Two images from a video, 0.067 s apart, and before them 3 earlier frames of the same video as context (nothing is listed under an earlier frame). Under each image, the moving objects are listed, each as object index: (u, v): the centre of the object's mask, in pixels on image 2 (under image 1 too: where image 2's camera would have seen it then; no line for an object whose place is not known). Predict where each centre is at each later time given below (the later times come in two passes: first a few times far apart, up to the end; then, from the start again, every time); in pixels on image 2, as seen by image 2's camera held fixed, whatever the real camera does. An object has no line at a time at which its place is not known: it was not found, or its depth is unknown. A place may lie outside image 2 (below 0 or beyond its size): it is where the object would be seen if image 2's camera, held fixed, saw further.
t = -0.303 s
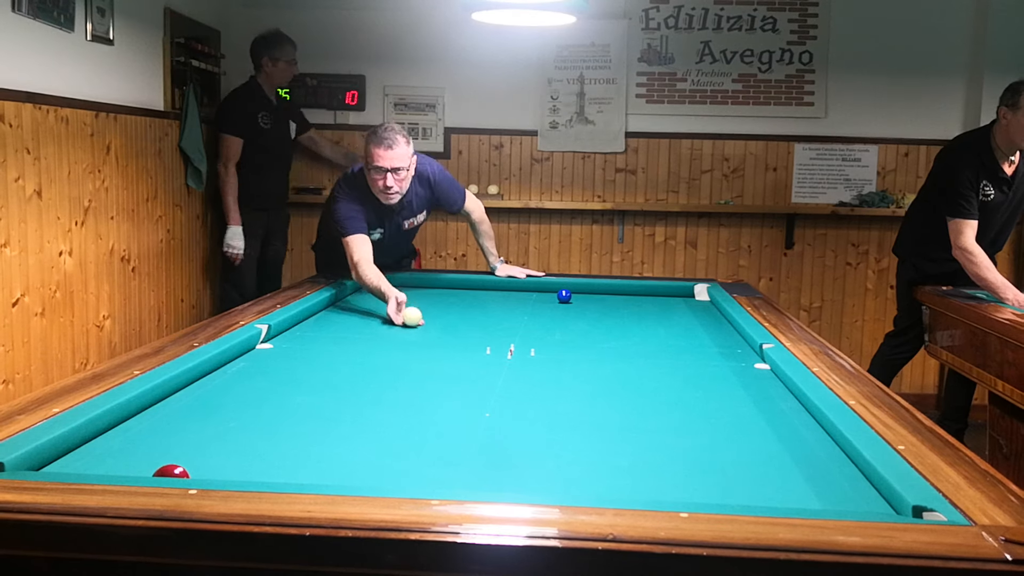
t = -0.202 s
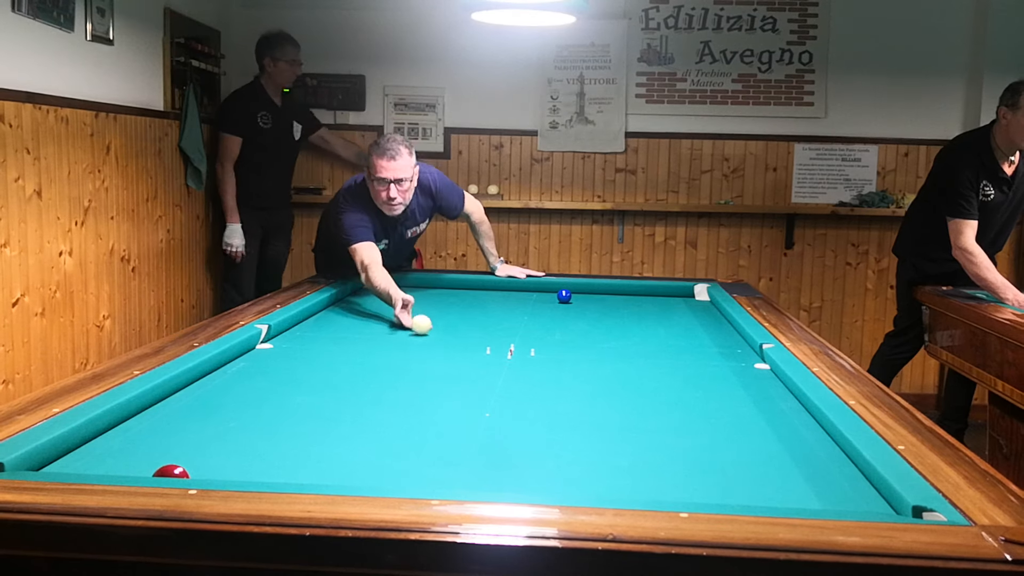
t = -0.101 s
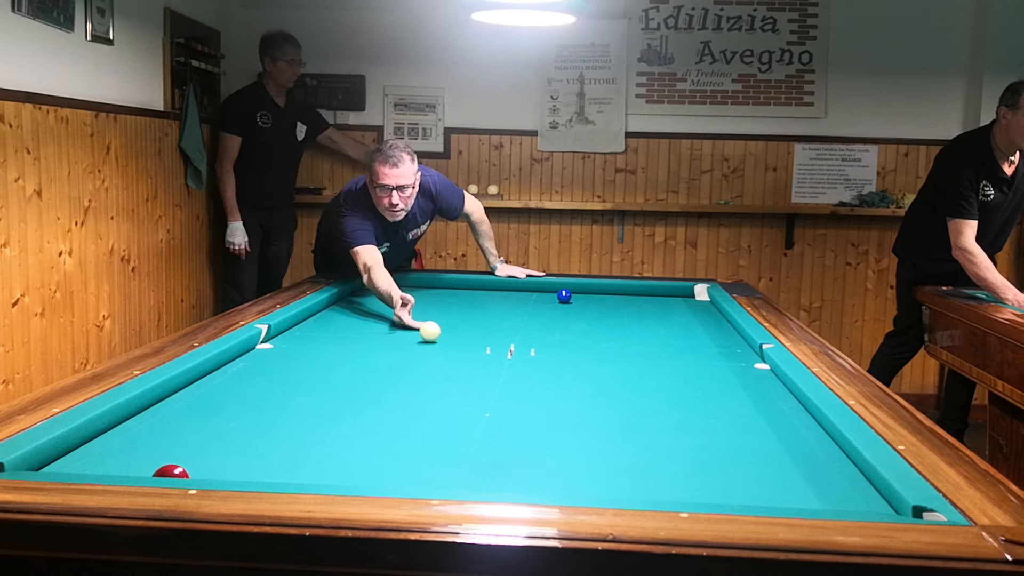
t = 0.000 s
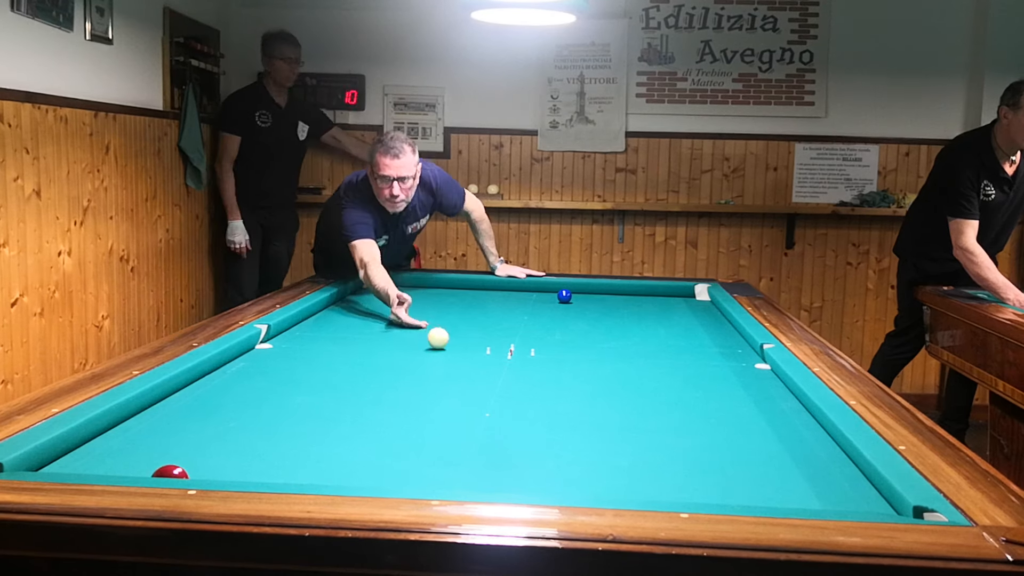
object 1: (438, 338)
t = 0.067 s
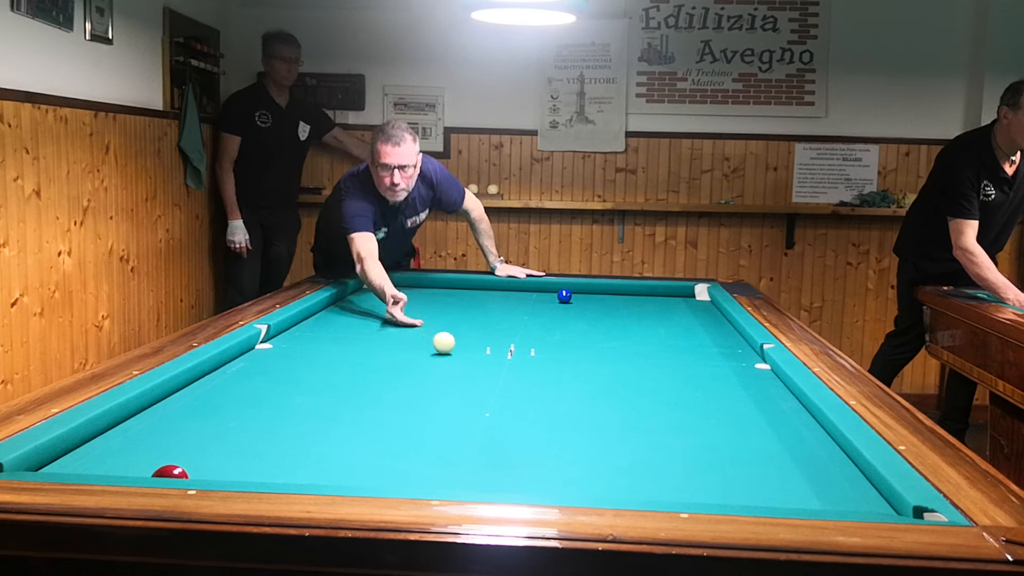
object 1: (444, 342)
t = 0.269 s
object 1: (463, 358)
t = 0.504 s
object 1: (489, 378)
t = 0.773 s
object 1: (525, 407)
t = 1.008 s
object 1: (565, 438)
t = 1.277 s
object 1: (624, 482)
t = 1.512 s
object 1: (673, 491)
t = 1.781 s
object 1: (703, 470)
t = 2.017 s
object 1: (725, 450)
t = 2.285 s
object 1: (746, 430)
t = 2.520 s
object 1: (762, 416)
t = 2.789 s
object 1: (778, 401)
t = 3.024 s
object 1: (776, 390)
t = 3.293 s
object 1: (756, 378)
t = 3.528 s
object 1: (740, 369)
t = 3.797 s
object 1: (723, 360)
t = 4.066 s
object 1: (708, 352)
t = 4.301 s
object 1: (697, 346)
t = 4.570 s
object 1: (684, 339)
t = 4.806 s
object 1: (675, 334)
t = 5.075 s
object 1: (664, 328)
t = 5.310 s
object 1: (656, 324)
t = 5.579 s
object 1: (647, 319)
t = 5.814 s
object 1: (641, 316)
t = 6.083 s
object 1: (633, 312)
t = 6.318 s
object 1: (627, 309)
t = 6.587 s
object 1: (621, 305)
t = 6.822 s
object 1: (616, 302)
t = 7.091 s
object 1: (610, 300)
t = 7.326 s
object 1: (606, 298)
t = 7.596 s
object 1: (602, 295)
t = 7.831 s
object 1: (598, 293)
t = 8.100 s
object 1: (595, 291)
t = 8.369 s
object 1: (591, 289)
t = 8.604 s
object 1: (589, 288)
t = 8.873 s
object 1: (587, 288)
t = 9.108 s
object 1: (586, 289)
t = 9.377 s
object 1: (585, 289)
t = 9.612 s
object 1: (585, 290)
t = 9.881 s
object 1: (584, 290)
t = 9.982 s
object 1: (584, 291)
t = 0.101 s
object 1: (447, 345)
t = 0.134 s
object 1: (450, 347)
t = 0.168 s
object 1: (453, 350)
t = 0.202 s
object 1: (456, 352)
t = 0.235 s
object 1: (459, 355)
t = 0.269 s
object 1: (463, 358)
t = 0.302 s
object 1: (466, 360)
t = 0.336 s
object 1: (470, 363)
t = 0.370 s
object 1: (473, 366)
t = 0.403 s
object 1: (477, 369)
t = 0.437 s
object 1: (481, 372)
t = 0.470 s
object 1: (485, 375)
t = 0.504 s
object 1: (489, 378)
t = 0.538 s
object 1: (493, 382)
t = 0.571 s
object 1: (497, 385)
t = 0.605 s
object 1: (502, 388)
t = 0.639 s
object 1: (506, 392)
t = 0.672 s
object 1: (511, 395)
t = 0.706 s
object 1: (515, 399)
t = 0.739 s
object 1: (520, 403)
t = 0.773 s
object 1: (525, 407)
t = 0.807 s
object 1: (531, 411)
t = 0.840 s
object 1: (536, 415)
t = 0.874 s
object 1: (541, 420)
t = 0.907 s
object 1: (547, 424)
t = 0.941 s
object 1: (553, 428)
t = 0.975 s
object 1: (559, 434)
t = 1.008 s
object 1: (565, 438)
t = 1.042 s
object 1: (572, 443)
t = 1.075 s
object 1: (578, 449)
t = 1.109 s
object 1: (585, 454)
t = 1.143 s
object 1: (593, 460)
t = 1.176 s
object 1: (600, 465)
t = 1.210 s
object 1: (608, 471)
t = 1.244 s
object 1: (616, 477)
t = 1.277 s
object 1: (624, 482)
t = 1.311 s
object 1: (633, 486)
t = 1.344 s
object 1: (642, 490)
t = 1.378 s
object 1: (651, 494)
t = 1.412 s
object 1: (660, 497)
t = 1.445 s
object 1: (665, 495)
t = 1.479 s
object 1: (669, 493)
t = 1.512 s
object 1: (673, 491)
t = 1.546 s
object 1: (677, 489)
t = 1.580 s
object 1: (681, 487)
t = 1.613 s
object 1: (685, 485)
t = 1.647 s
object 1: (689, 483)
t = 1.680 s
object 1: (692, 480)
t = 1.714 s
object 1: (696, 476)
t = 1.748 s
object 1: (699, 473)
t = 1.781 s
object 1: (703, 470)
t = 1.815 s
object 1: (706, 467)
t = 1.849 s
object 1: (709, 464)
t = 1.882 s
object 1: (713, 461)
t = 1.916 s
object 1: (716, 458)
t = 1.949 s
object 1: (719, 455)
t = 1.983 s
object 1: (722, 452)
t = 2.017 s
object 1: (725, 450)
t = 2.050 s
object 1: (728, 447)
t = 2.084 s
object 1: (730, 445)
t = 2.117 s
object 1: (733, 442)
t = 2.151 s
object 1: (736, 440)
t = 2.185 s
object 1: (738, 437)
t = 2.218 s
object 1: (741, 435)
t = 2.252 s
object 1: (743, 433)
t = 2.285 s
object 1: (746, 430)
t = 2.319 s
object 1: (748, 428)
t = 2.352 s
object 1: (751, 426)
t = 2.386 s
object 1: (753, 424)
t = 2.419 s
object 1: (756, 422)
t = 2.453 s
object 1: (758, 420)
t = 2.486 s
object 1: (760, 418)
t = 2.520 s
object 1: (762, 416)
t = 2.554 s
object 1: (764, 414)
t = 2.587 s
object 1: (766, 411)
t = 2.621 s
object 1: (768, 410)
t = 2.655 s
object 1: (770, 408)
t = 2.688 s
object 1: (772, 406)
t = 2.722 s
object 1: (774, 404)
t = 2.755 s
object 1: (776, 403)
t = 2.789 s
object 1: (778, 401)
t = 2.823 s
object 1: (780, 399)
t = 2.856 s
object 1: (781, 397)
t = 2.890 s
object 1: (783, 396)
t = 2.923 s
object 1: (785, 395)
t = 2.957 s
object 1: (782, 393)
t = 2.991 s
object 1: (779, 391)
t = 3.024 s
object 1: (776, 390)
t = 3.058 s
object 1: (774, 388)
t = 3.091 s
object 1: (771, 387)
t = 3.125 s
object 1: (768, 385)
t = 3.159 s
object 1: (766, 384)
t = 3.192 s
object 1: (763, 382)
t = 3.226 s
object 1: (761, 381)
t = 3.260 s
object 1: (758, 380)
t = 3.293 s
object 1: (756, 378)
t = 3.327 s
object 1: (754, 377)
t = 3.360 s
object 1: (751, 376)
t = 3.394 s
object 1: (749, 374)
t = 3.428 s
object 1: (747, 373)
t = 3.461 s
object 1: (744, 372)
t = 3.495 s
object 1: (742, 371)
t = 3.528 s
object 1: (740, 369)
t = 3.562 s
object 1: (738, 368)
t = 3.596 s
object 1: (735, 367)
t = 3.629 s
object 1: (733, 366)
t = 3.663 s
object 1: (731, 365)
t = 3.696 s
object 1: (729, 364)
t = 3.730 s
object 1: (727, 363)
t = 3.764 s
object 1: (725, 361)
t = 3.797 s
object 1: (723, 360)
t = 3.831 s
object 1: (721, 359)
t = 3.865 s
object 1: (719, 358)
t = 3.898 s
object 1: (717, 357)
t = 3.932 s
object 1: (716, 356)
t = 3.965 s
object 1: (714, 355)
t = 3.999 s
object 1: (712, 354)
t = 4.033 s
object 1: (710, 353)
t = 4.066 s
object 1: (708, 352)
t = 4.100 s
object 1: (707, 351)
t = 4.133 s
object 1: (705, 350)
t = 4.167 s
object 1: (703, 349)
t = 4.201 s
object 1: (702, 349)
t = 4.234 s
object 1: (700, 348)
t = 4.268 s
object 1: (698, 347)
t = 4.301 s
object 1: (697, 346)
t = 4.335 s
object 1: (695, 345)
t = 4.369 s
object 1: (693, 344)
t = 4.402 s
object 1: (692, 343)
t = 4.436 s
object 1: (690, 342)
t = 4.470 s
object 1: (689, 342)
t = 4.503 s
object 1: (687, 341)
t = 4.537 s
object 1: (686, 340)
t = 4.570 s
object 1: (684, 339)
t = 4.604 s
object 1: (683, 338)
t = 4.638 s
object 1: (681, 338)
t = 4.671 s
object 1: (680, 337)
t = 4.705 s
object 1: (678, 336)
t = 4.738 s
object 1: (677, 335)
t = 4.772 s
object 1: (676, 335)
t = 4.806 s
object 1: (675, 334)
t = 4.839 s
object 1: (673, 333)
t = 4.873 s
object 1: (671, 333)
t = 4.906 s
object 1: (670, 332)
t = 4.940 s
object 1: (669, 331)
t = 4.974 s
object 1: (668, 330)
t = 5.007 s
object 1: (666, 330)
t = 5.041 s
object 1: (665, 329)
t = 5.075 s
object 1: (664, 328)
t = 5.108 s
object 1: (663, 328)
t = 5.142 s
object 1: (662, 327)
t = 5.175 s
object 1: (660, 326)
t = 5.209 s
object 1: (659, 326)
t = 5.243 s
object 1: (658, 325)
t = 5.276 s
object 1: (657, 325)
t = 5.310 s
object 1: (656, 324)
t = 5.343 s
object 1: (655, 323)
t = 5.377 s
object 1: (654, 323)
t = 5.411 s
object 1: (653, 322)
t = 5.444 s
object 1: (651, 322)
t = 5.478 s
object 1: (651, 321)
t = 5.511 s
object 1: (649, 320)
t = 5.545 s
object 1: (648, 320)
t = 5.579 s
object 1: (647, 319)
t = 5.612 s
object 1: (646, 319)
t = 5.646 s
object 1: (645, 318)
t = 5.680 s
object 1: (644, 318)
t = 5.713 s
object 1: (643, 317)
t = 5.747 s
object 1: (642, 317)
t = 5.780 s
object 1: (642, 316)
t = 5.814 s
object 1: (641, 316)
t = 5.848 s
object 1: (639, 315)
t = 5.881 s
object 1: (639, 315)
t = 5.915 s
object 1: (638, 314)
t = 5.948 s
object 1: (637, 314)
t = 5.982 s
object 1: (636, 313)
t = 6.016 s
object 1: (635, 313)
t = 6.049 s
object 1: (634, 312)
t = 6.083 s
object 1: (633, 312)
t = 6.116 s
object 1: (632, 311)
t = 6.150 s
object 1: (631, 311)
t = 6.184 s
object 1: (630, 310)
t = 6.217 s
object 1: (630, 310)
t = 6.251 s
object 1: (629, 310)
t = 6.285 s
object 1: (628, 309)
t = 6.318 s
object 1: (627, 309)
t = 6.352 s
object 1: (626, 308)
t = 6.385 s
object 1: (626, 308)
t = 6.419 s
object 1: (625, 307)
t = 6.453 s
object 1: (624, 307)
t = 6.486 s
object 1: (623, 307)
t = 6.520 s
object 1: (623, 306)
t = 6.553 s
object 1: (622, 306)
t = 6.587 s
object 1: (621, 305)
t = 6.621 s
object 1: (620, 305)
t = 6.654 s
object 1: (619, 304)
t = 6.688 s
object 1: (619, 304)
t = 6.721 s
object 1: (618, 304)
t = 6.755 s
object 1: (617, 303)
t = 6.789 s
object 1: (617, 303)
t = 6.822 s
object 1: (616, 302)
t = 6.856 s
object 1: (615, 302)
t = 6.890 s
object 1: (614, 302)
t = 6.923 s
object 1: (614, 302)
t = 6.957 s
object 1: (613, 301)
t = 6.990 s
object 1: (612, 301)
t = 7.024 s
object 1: (612, 301)
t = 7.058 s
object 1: (611, 300)
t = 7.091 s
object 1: (610, 300)
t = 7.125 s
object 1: (610, 300)
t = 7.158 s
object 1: (609, 299)
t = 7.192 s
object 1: (609, 299)
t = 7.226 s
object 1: (608, 298)
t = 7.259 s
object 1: (607, 298)
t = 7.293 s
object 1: (607, 298)
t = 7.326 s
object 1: (606, 298)
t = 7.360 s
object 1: (605, 297)
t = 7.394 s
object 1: (605, 297)
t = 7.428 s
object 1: (604, 296)
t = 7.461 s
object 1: (604, 296)
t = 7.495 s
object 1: (603, 296)
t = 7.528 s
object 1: (603, 296)
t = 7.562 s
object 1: (602, 295)
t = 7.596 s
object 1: (602, 295)
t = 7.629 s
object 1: (601, 295)
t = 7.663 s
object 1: (601, 295)
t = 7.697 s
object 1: (600, 294)
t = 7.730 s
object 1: (600, 294)
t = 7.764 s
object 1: (599, 294)
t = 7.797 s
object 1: (599, 293)
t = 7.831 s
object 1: (598, 293)
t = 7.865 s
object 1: (598, 293)
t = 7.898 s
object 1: (597, 293)
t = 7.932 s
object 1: (597, 293)
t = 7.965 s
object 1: (596, 292)
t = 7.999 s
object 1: (596, 292)
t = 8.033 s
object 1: (596, 292)
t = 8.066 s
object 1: (595, 291)
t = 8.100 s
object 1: (595, 291)
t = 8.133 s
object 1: (594, 291)
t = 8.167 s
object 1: (594, 291)
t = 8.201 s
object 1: (593, 290)
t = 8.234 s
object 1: (593, 290)
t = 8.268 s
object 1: (592, 290)
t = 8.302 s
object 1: (592, 290)
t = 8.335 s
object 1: (592, 289)
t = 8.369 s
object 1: (591, 289)
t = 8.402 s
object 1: (591, 289)
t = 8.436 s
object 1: (590, 289)
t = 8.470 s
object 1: (590, 289)
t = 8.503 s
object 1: (590, 288)
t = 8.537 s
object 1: (589, 288)
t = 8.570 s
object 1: (589, 288)
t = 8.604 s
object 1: (589, 288)
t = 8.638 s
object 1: (588, 288)
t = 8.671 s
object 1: (588, 288)
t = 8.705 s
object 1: (588, 288)
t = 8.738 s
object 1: (588, 288)
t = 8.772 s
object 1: (587, 288)
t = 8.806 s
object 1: (587, 288)
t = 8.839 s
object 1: (587, 288)
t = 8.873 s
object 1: (587, 288)
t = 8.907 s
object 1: (587, 288)
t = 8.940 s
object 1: (587, 288)
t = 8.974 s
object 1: (586, 289)
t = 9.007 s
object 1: (586, 289)
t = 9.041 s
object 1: (586, 289)
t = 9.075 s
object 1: (586, 289)
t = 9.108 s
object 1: (586, 289)
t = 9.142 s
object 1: (586, 289)
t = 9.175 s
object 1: (586, 289)
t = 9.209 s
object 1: (586, 289)
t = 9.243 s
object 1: (585, 289)
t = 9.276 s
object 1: (585, 289)
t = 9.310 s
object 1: (585, 289)
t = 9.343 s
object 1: (585, 289)
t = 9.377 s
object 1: (585, 289)
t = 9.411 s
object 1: (585, 290)
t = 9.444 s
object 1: (585, 290)
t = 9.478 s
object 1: (585, 290)
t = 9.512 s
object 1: (585, 290)
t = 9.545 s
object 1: (585, 290)
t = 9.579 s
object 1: (585, 290)
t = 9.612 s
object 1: (585, 290)
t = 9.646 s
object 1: (585, 290)
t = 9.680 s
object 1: (584, 290)
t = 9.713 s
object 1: (584, 290)
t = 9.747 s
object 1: (584, 290)
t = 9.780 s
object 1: (584, 290)
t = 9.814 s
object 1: (584, 290)
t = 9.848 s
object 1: (584, 290)
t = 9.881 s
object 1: (584, 290)
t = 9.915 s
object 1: (584, 291)
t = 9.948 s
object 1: (584, 291)
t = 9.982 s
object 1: (584, 291)
